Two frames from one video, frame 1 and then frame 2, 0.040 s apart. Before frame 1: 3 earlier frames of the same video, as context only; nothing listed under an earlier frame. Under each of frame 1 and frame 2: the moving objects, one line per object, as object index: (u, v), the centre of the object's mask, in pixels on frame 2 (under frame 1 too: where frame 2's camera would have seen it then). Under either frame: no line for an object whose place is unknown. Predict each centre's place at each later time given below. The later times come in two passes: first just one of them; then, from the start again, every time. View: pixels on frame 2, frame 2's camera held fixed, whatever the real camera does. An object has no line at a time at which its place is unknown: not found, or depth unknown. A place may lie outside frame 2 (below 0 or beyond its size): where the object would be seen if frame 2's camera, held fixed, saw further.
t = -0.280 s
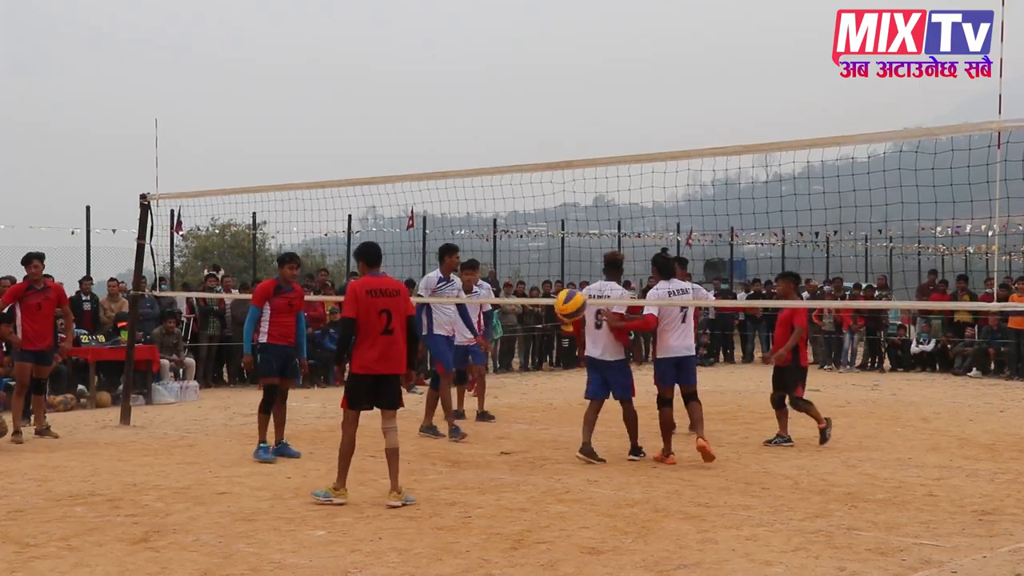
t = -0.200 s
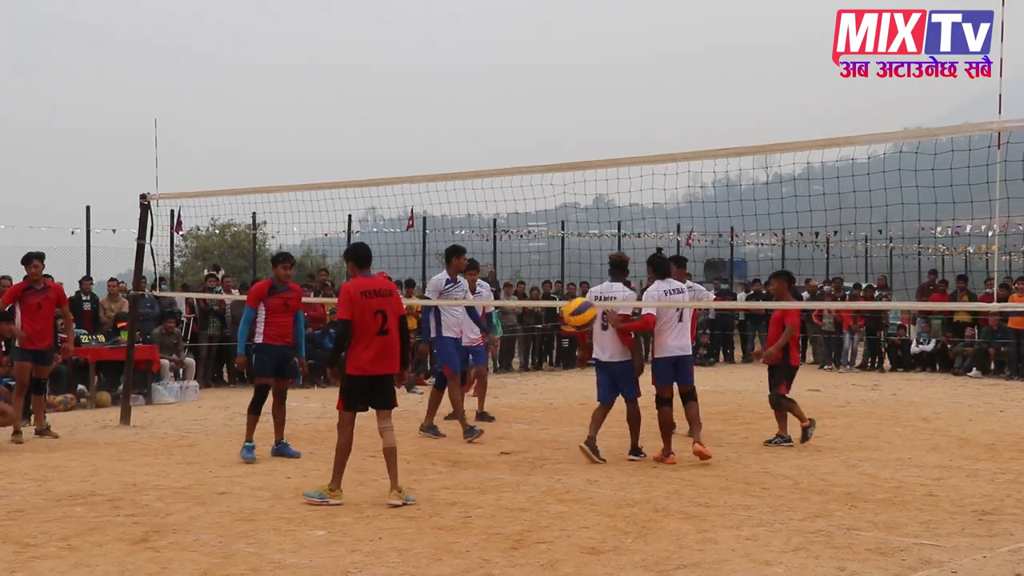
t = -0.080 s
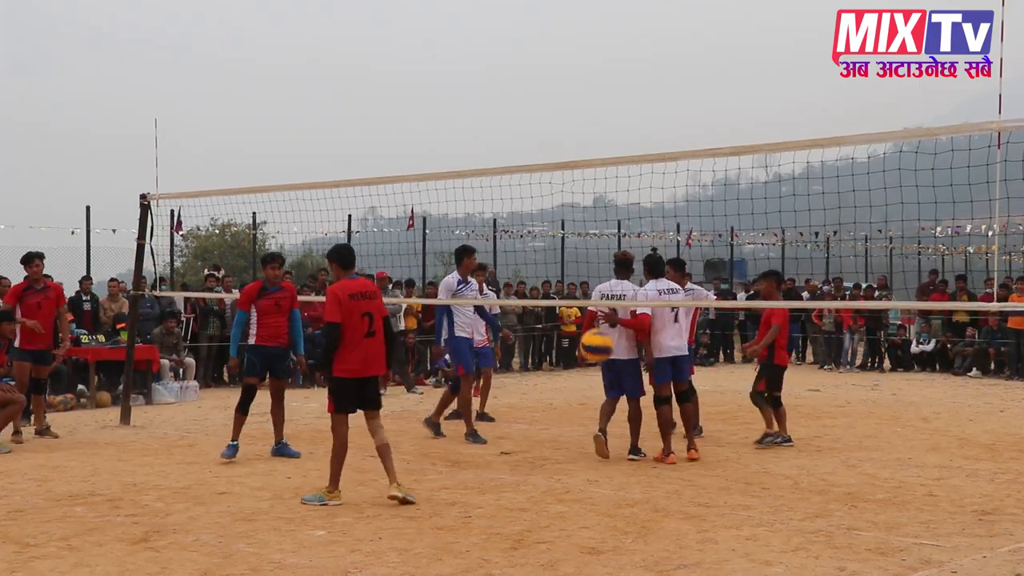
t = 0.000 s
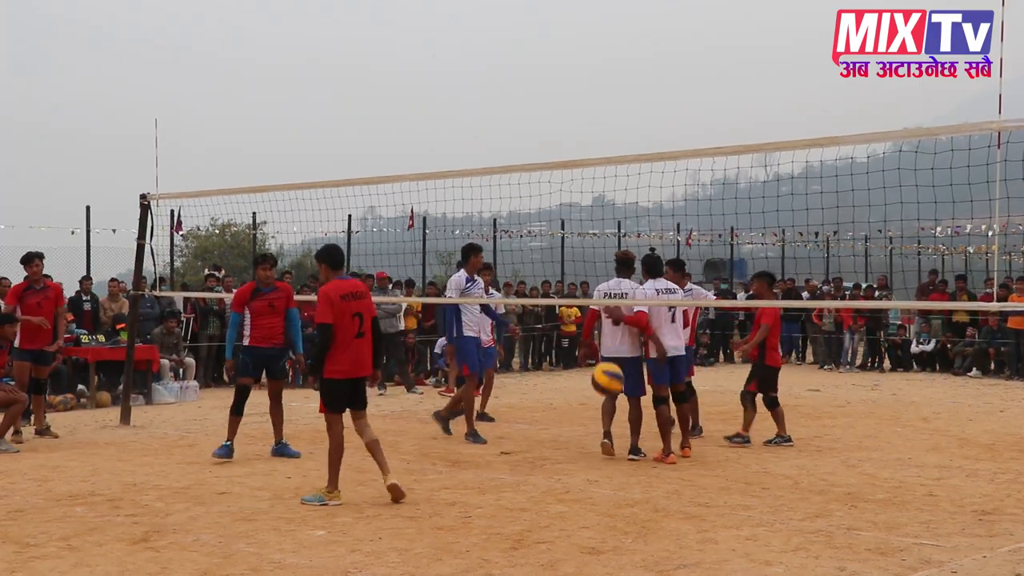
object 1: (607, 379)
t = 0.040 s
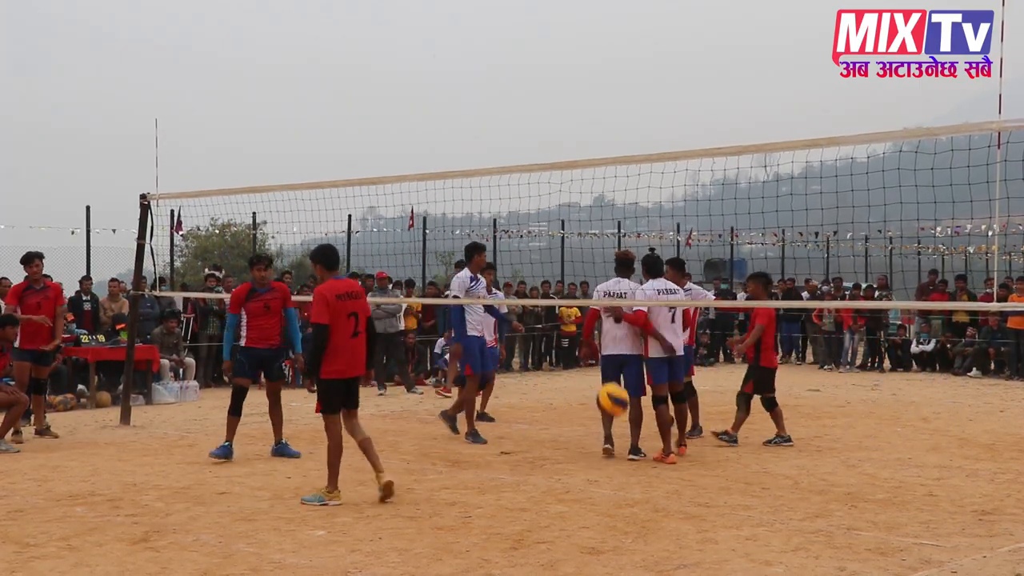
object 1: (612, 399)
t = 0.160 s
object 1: (628, 478)
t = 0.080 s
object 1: (618, 422)
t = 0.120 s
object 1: (624, 449)
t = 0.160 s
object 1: (628, 478)
